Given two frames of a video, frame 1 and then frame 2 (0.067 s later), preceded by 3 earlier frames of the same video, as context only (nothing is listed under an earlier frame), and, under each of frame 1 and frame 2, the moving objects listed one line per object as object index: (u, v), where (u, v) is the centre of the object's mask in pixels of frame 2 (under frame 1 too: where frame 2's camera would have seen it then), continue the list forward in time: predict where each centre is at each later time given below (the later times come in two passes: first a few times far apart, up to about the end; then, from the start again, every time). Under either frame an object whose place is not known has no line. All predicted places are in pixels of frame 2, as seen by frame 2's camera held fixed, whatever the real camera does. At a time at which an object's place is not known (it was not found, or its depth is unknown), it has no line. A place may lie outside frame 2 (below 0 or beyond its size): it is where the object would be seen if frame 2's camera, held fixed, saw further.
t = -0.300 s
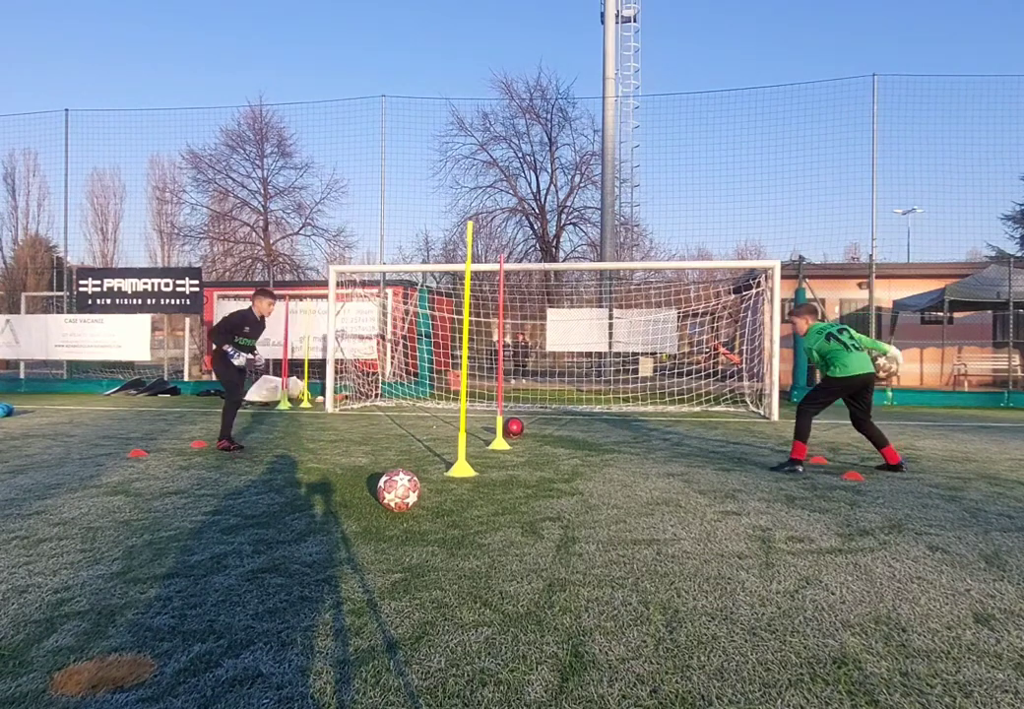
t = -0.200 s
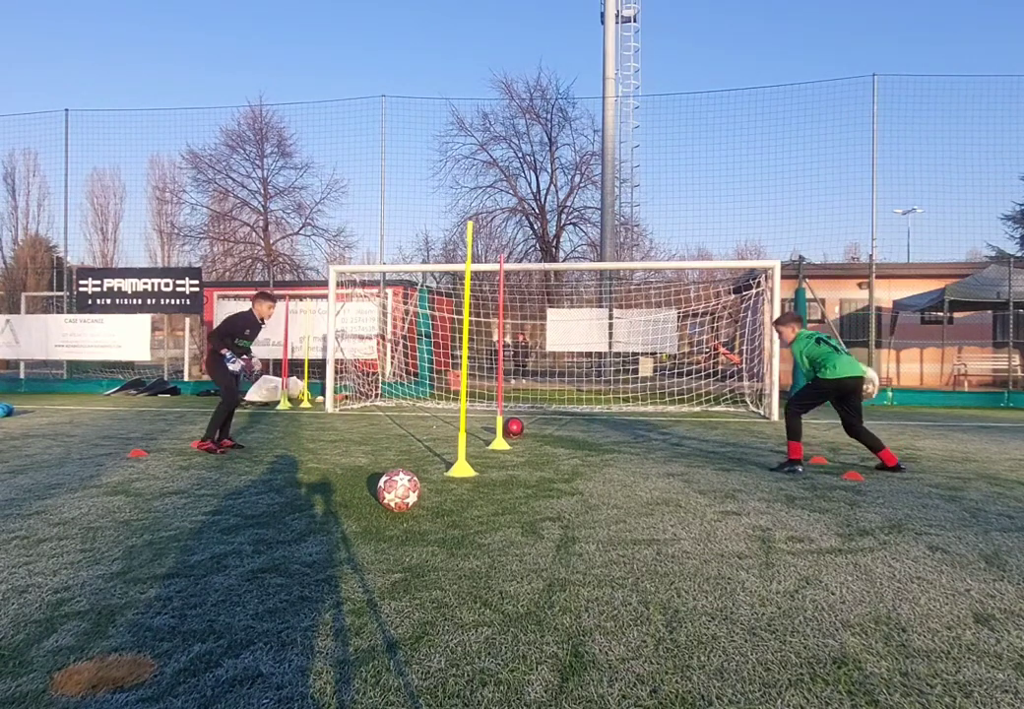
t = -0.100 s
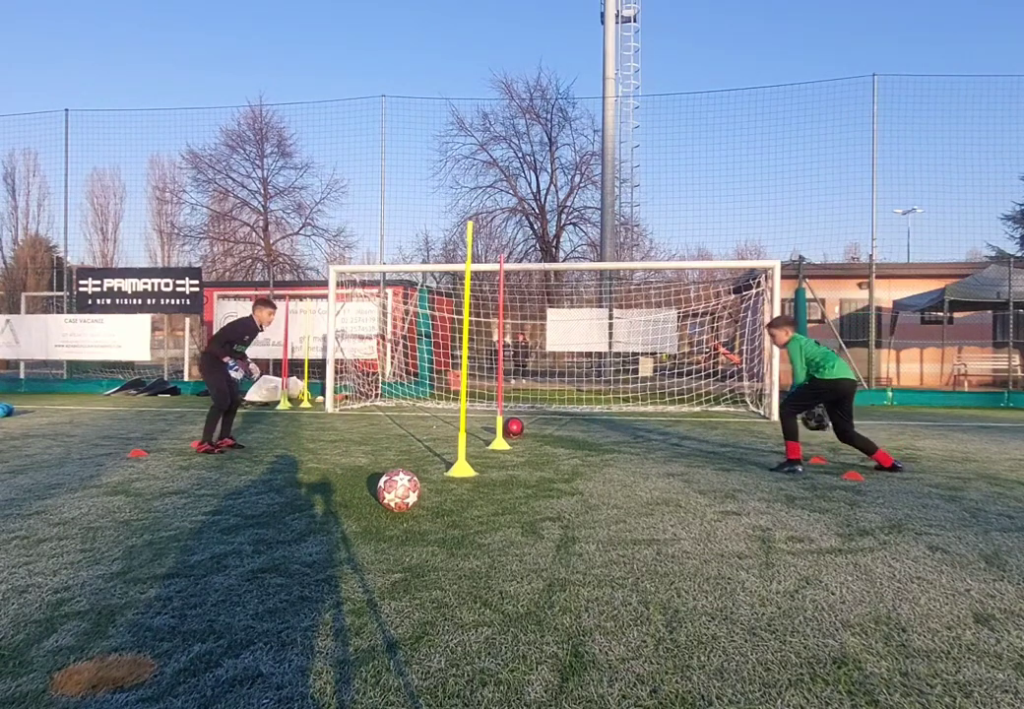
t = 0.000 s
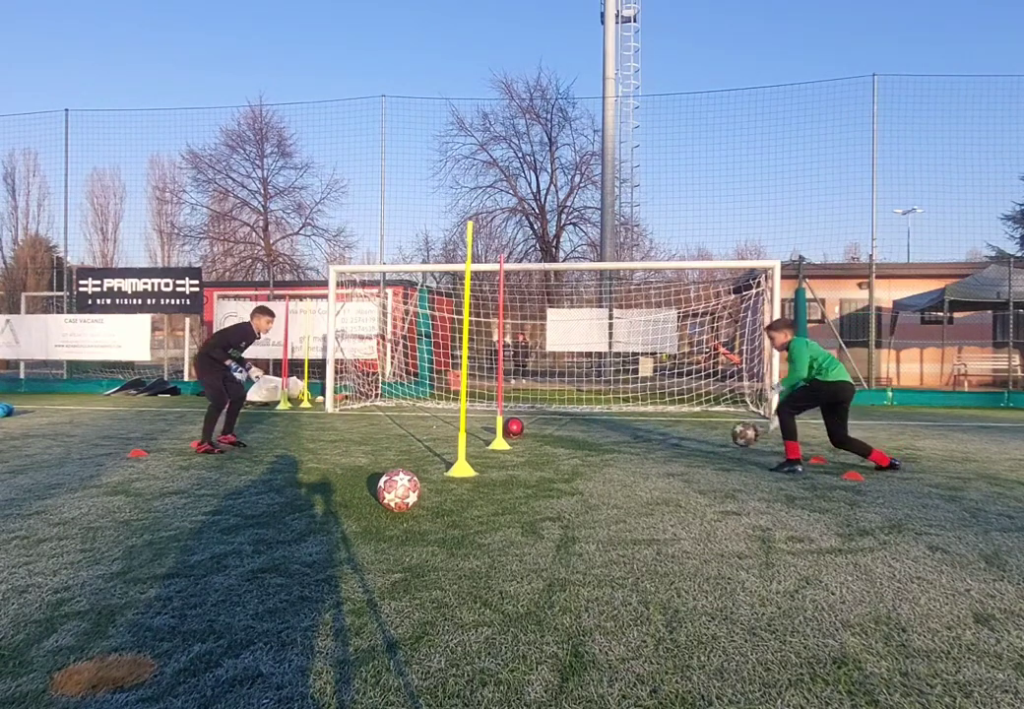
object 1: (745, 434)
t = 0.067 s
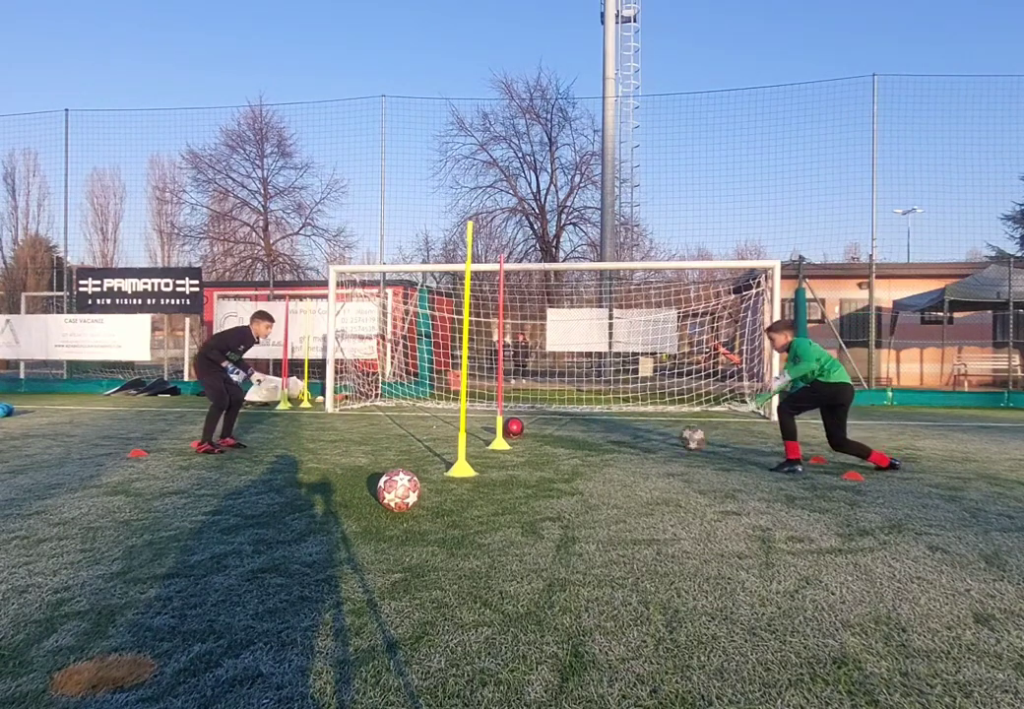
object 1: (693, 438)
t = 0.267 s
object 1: (552, 439)
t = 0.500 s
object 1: (420, 442)
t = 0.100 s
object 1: (667, 441)
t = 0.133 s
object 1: (641, 447)
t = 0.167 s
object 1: (619, 449)
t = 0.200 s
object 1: (595, 444)
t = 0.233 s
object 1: (575, 441)
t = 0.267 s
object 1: (552, 439)
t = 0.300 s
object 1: (532, 439)
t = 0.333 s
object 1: (512, 439)
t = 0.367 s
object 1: (491, 441)
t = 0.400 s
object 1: (474, 444)
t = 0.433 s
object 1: (451, 443)
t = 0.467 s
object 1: (435, 442)
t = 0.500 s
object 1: (420, 442)
